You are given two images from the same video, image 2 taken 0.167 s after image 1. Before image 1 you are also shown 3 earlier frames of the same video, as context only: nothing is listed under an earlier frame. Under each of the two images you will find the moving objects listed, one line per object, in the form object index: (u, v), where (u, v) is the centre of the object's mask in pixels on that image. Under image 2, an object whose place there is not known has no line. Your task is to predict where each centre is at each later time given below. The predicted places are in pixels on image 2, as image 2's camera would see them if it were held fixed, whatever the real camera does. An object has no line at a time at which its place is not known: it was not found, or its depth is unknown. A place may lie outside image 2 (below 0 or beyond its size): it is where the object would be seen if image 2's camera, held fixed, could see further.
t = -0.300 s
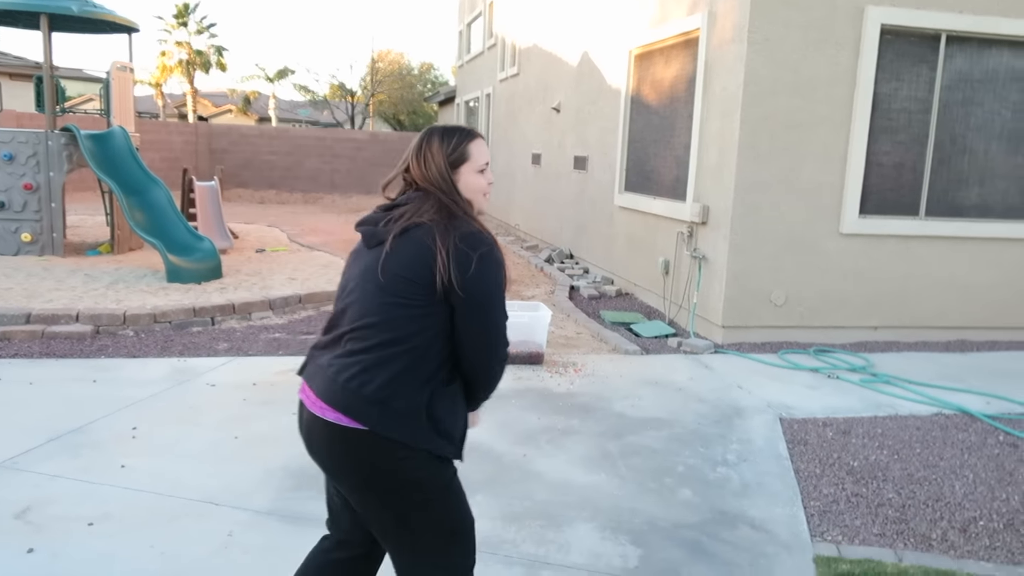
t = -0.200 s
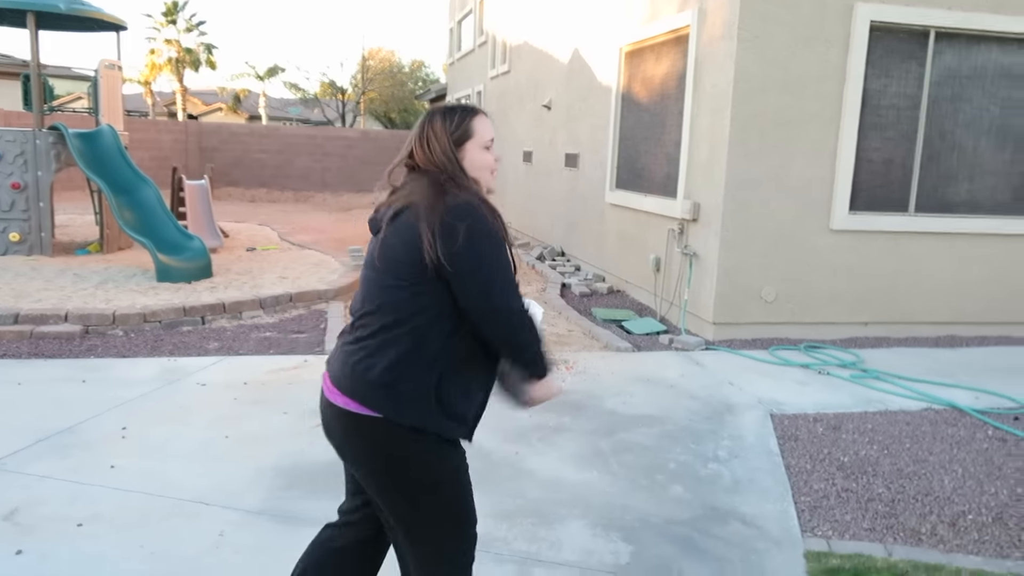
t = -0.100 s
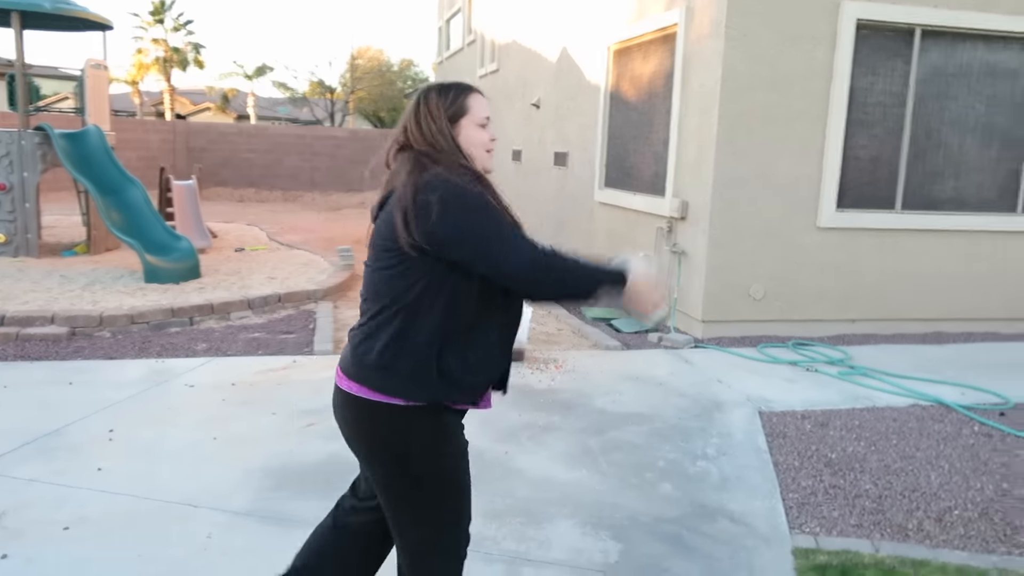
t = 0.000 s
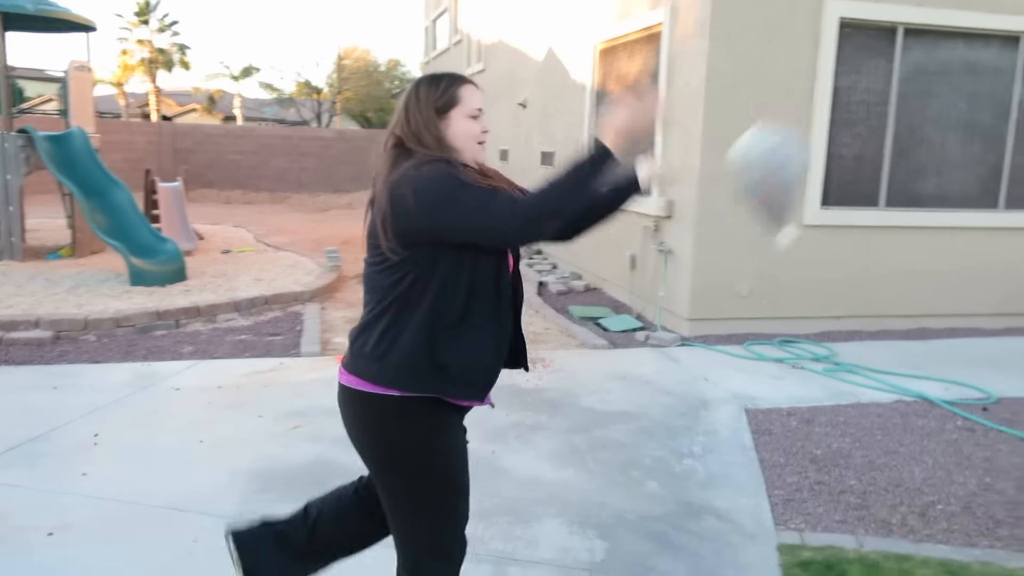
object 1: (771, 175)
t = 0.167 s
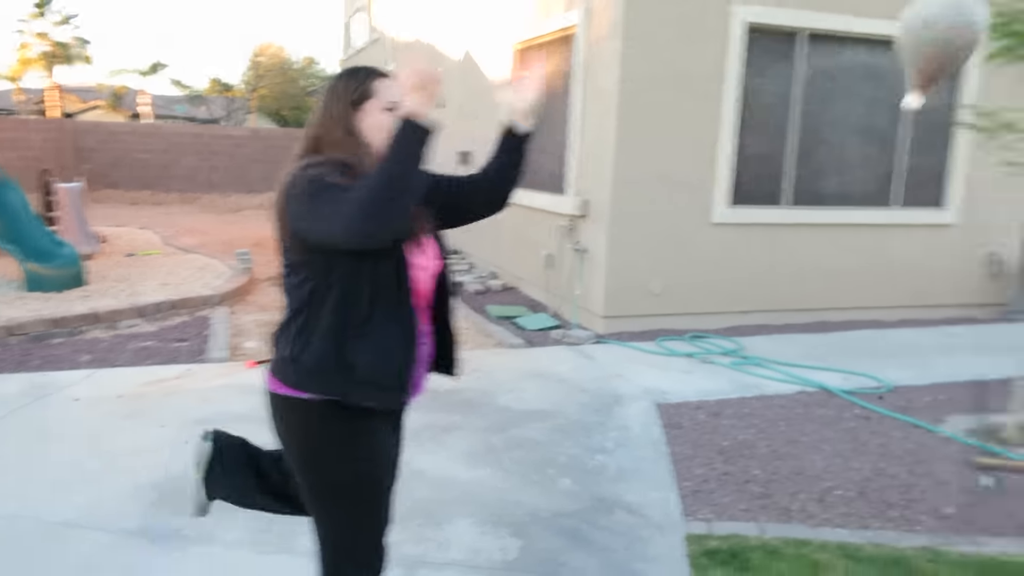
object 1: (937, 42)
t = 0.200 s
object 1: (993, 32)
